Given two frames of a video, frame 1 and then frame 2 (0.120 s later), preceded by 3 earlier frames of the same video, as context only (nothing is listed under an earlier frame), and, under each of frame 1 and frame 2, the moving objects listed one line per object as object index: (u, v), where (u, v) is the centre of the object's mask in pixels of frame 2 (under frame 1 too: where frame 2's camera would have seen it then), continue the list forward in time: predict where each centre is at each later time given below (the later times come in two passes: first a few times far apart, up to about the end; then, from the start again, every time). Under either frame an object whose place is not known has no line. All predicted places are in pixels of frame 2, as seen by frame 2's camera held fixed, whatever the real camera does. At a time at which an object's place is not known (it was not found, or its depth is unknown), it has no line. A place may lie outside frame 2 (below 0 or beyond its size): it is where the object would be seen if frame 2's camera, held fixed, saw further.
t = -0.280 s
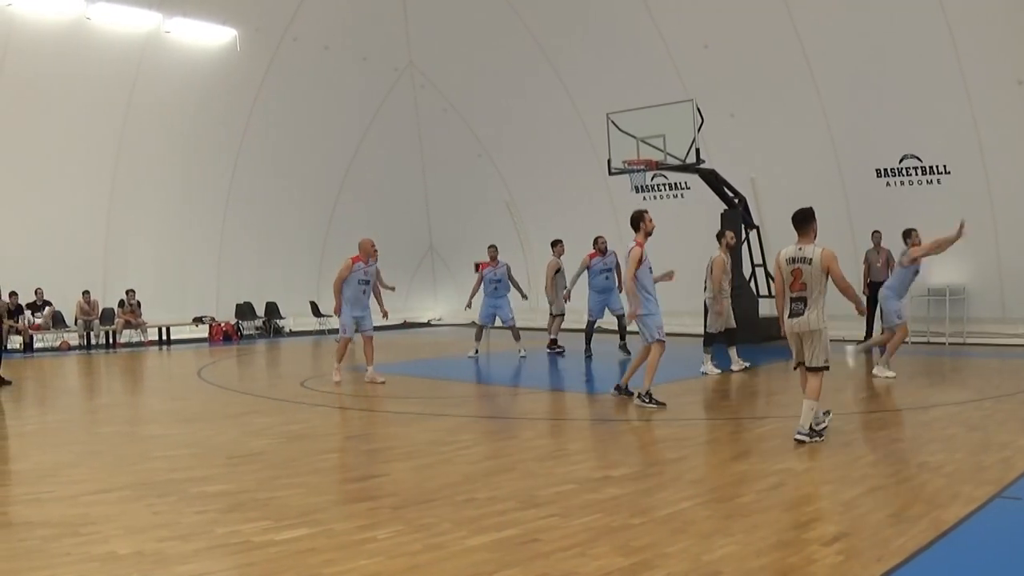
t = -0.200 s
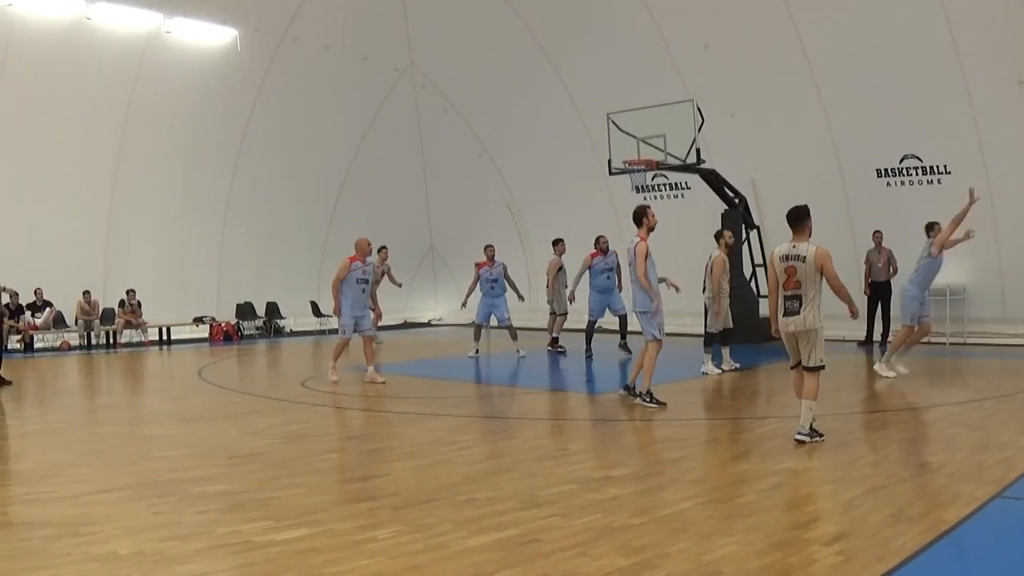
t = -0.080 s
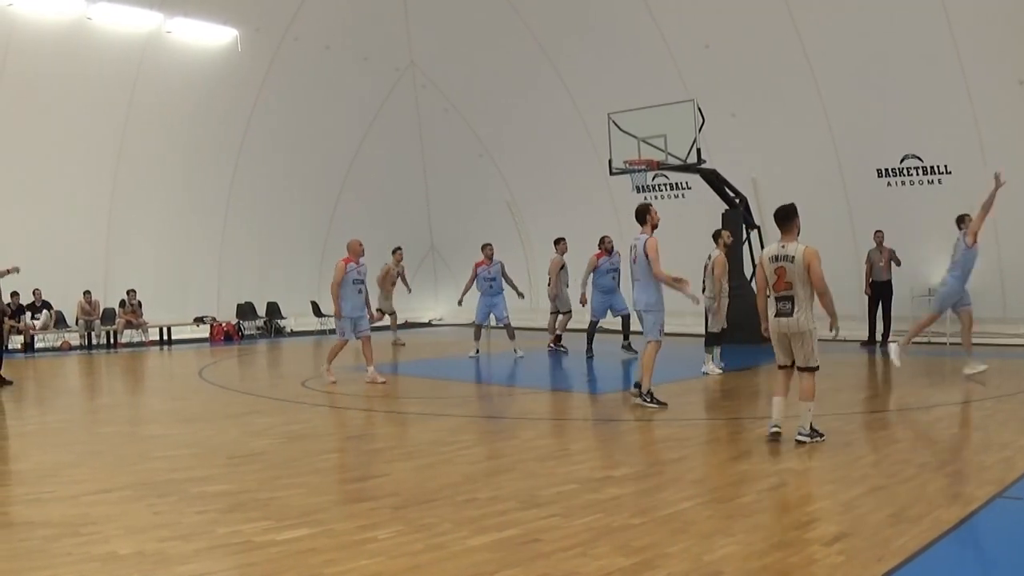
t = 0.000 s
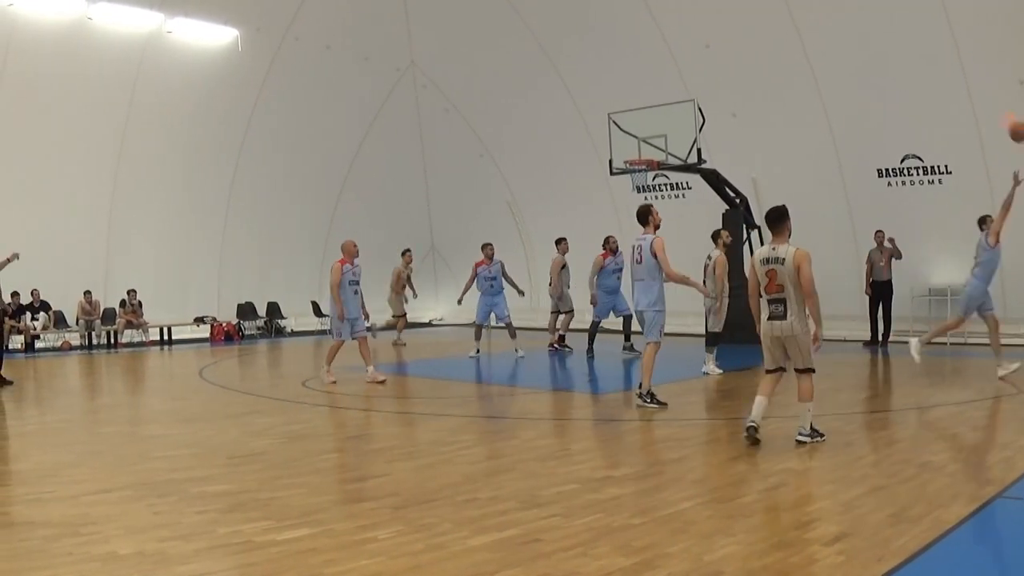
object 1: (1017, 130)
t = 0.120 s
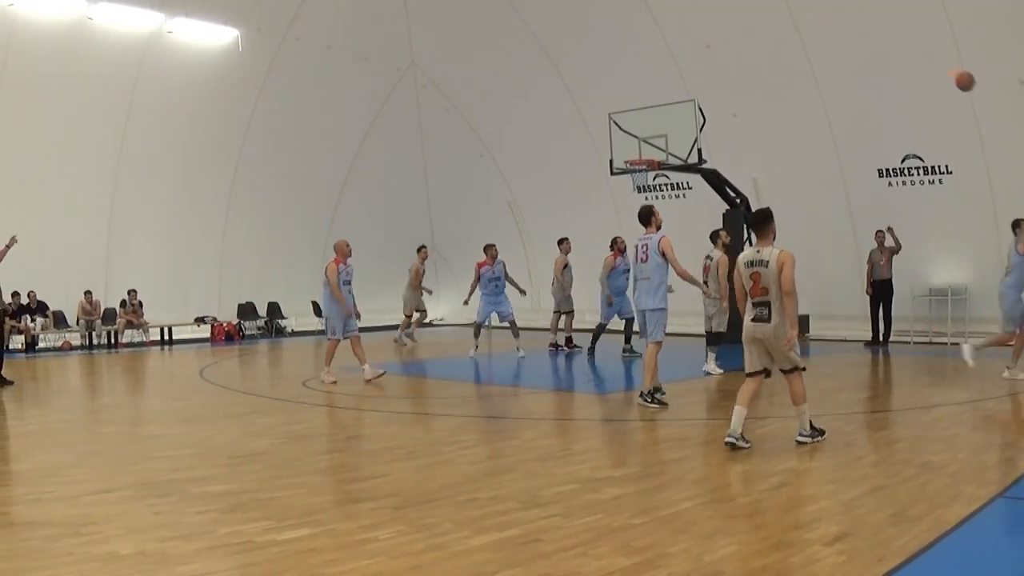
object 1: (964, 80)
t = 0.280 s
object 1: (897, 36)
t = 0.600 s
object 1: (785, 14)
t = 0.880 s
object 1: (704, 52)
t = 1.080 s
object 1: (654, 106)
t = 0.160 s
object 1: (947, 67)
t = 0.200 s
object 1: (930, 55)
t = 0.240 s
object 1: (914, 45)
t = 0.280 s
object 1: (897, 36)
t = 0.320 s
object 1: (882, 29)
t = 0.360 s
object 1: (866, 23)
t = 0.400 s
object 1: (852, 19)
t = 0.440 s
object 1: (838, 15)
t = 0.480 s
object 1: (824, 13)
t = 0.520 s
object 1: (810, 12)
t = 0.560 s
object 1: (797, 13)
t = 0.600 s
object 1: (785, 14)
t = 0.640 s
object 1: (772, 17)
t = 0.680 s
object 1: (760, 20)
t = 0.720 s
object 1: (748, 25)
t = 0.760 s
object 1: (737, 30)
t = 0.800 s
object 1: (726, 37)
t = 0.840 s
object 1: (715, 44)
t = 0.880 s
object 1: (704, 52)
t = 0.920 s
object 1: (694, 61)
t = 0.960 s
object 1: (683, 72)
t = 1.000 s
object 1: (673, 82)
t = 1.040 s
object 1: (664, 94)
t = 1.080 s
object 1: (654, 106)
